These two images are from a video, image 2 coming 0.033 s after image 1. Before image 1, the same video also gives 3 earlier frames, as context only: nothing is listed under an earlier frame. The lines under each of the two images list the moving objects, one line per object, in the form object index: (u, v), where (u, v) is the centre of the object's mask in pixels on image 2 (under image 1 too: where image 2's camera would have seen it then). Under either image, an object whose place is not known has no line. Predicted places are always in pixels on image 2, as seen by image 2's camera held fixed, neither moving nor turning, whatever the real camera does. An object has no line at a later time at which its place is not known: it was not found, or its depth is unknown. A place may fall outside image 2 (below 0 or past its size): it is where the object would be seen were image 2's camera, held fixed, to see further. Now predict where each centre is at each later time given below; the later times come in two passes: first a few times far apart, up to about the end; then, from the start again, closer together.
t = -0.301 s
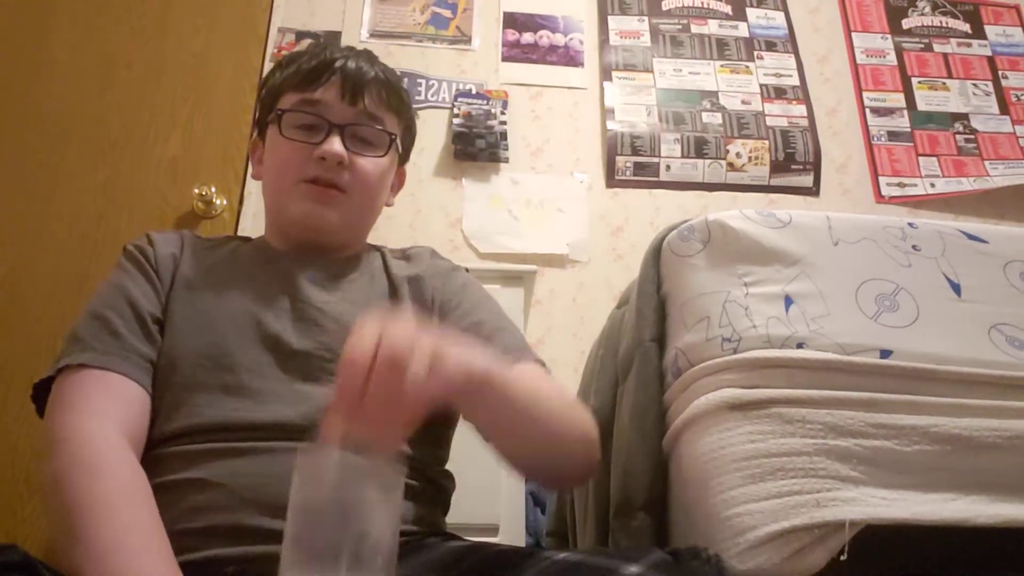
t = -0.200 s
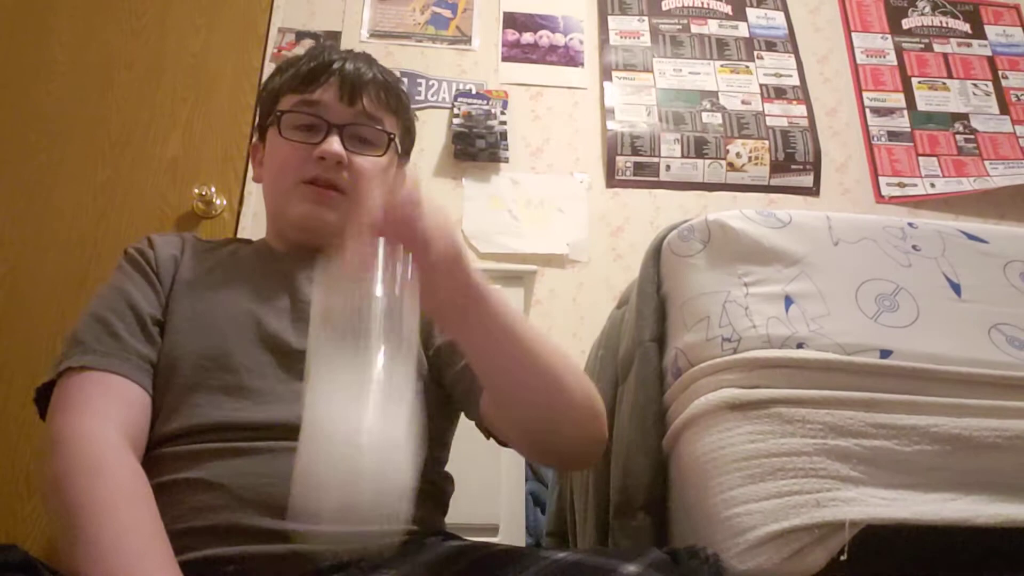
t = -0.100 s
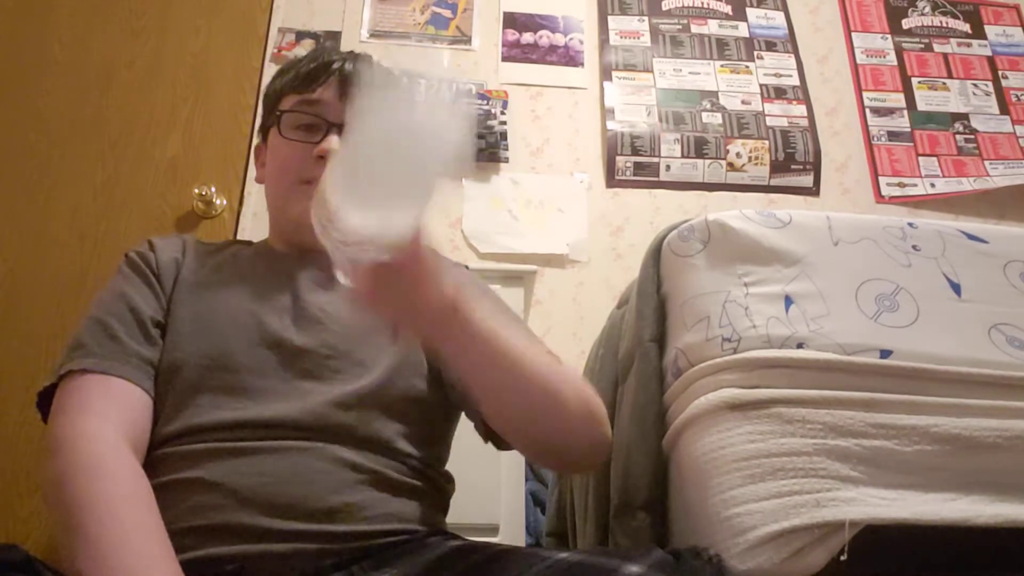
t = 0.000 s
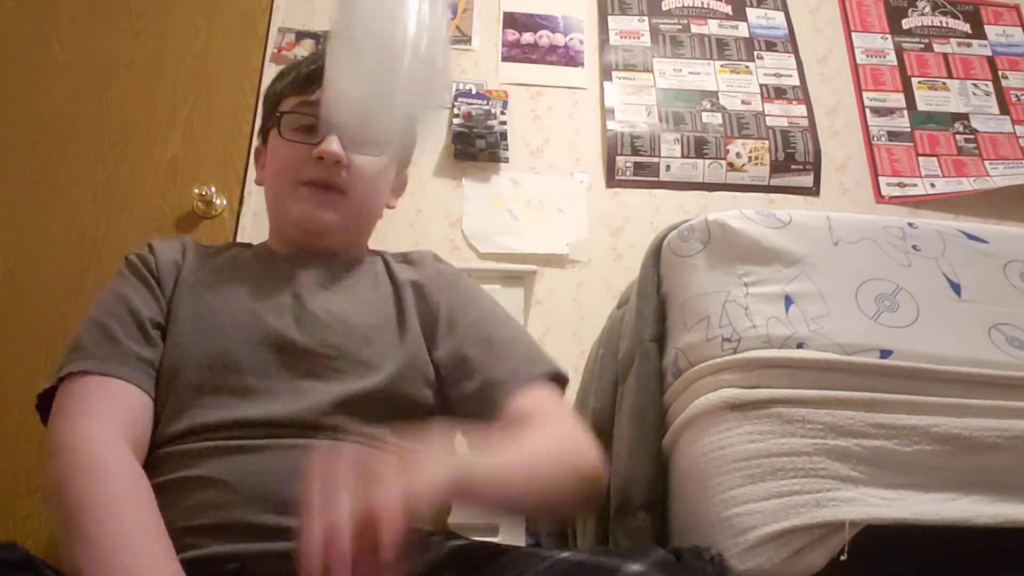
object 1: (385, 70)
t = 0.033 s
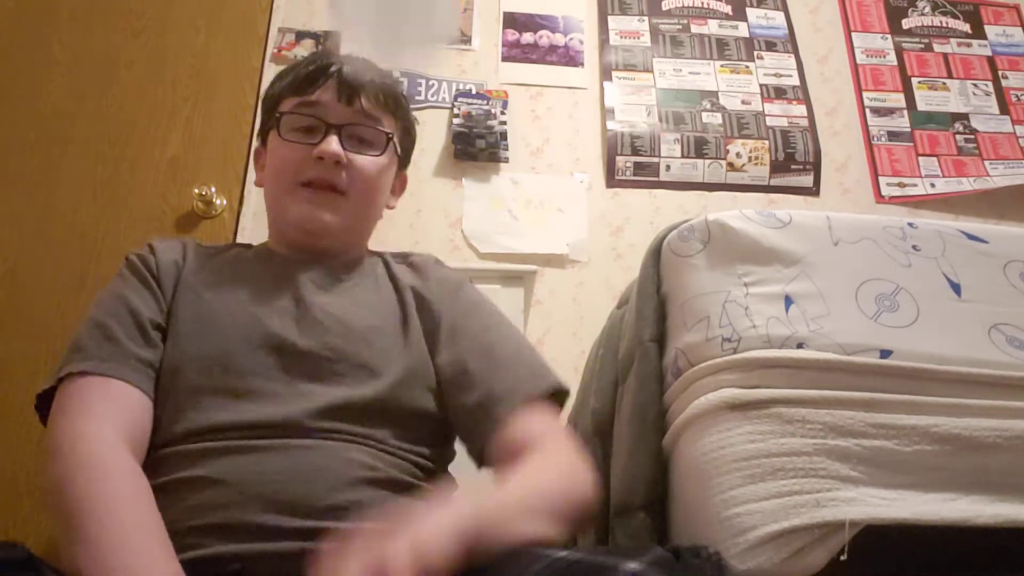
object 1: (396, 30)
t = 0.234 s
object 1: (316, 208)
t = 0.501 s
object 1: (241, 493)
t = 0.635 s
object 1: (237, 487)
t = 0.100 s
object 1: (357, 40)
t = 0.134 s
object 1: (348, 64)
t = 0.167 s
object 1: (339, 95)
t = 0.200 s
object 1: (334, 137)
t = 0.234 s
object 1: (316, 208)
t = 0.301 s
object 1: (282, 391)
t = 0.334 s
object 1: (255, 475)
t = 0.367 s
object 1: (251, 475)
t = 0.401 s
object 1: (245, 483)
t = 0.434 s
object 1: (240, 488)
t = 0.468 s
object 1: (239, 490)
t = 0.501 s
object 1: (241, 493)
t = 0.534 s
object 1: (243, 493)
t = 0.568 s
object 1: (244, 493)
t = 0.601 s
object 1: (240, 490)
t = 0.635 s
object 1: (237, 487)
